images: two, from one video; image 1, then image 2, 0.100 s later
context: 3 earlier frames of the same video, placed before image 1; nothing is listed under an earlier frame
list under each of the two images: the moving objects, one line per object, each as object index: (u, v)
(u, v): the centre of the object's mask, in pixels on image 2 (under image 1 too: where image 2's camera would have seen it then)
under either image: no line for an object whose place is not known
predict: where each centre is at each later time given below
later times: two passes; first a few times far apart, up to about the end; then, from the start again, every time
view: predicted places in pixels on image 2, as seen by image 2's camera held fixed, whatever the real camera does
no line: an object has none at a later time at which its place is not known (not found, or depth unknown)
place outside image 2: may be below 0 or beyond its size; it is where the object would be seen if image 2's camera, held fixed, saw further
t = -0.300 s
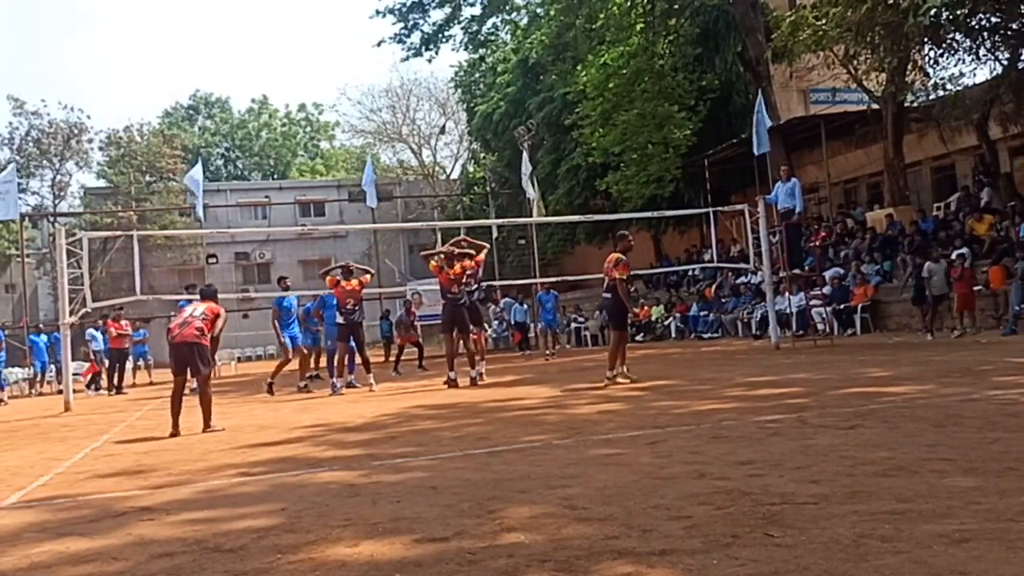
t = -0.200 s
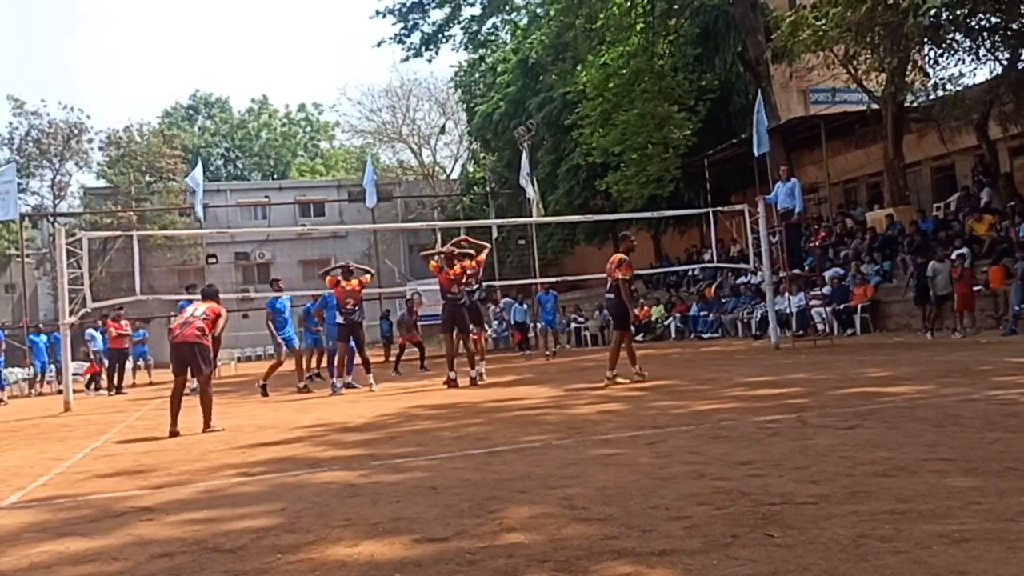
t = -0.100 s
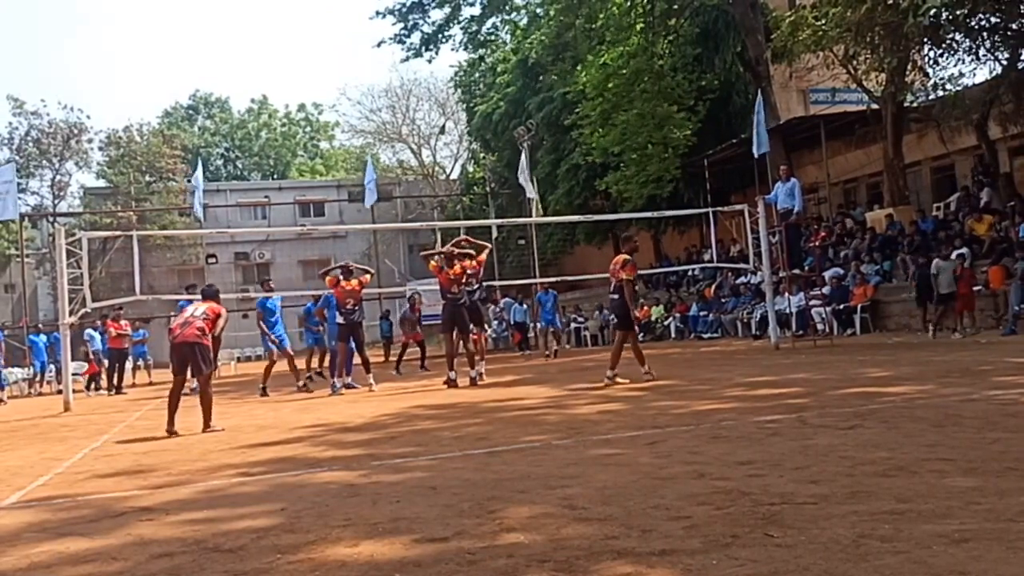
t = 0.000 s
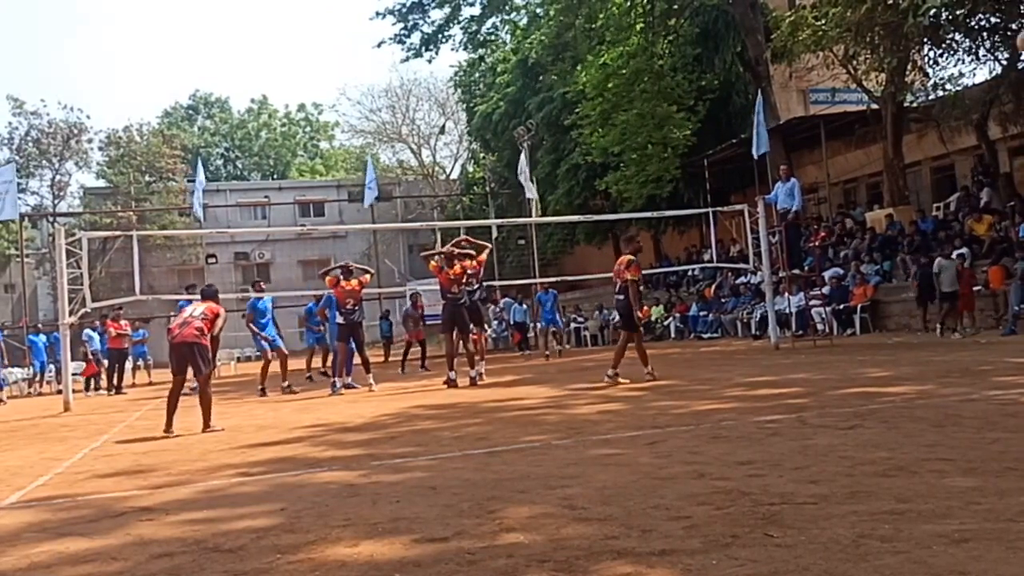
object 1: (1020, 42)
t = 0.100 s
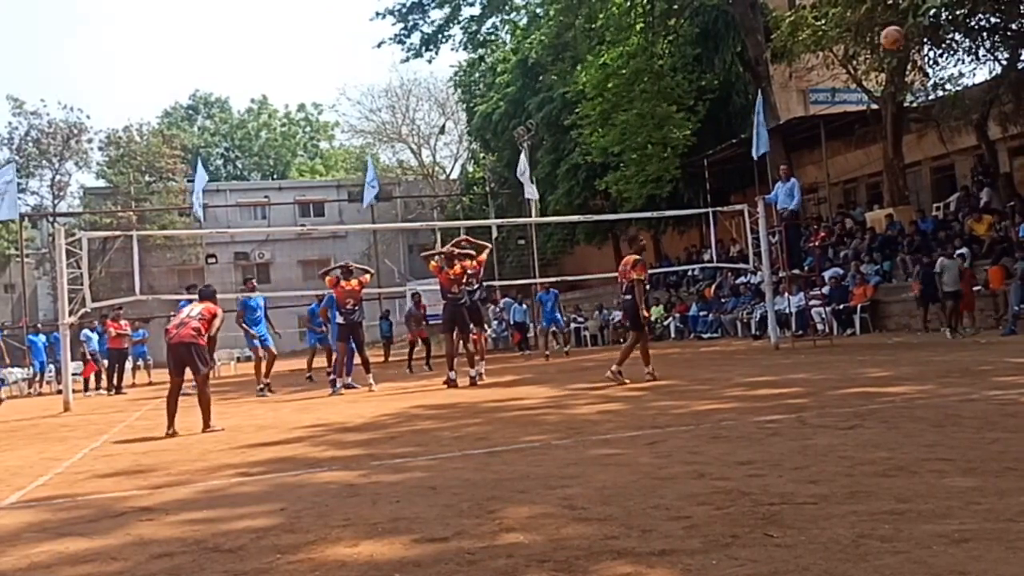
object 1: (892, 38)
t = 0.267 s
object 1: (735, 51)
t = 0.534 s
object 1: (585, 101)
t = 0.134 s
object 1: (854, 38)
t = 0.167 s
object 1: (820, 41)
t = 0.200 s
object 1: (787, 44)
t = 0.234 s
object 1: (760, 47)
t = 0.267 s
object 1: (735, 51)
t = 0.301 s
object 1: (711, 56)
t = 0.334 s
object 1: (689, 61)
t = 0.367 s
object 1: (668, 67)
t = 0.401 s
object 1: (649, 73)
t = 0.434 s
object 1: (632, 79)
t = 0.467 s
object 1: (615, 86)
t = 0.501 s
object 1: (600, 93)
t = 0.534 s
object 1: (585, 101)
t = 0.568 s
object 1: (572, 108)
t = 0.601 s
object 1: (560, 116)
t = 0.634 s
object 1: (548, 125)
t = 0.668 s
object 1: (537, 133)
